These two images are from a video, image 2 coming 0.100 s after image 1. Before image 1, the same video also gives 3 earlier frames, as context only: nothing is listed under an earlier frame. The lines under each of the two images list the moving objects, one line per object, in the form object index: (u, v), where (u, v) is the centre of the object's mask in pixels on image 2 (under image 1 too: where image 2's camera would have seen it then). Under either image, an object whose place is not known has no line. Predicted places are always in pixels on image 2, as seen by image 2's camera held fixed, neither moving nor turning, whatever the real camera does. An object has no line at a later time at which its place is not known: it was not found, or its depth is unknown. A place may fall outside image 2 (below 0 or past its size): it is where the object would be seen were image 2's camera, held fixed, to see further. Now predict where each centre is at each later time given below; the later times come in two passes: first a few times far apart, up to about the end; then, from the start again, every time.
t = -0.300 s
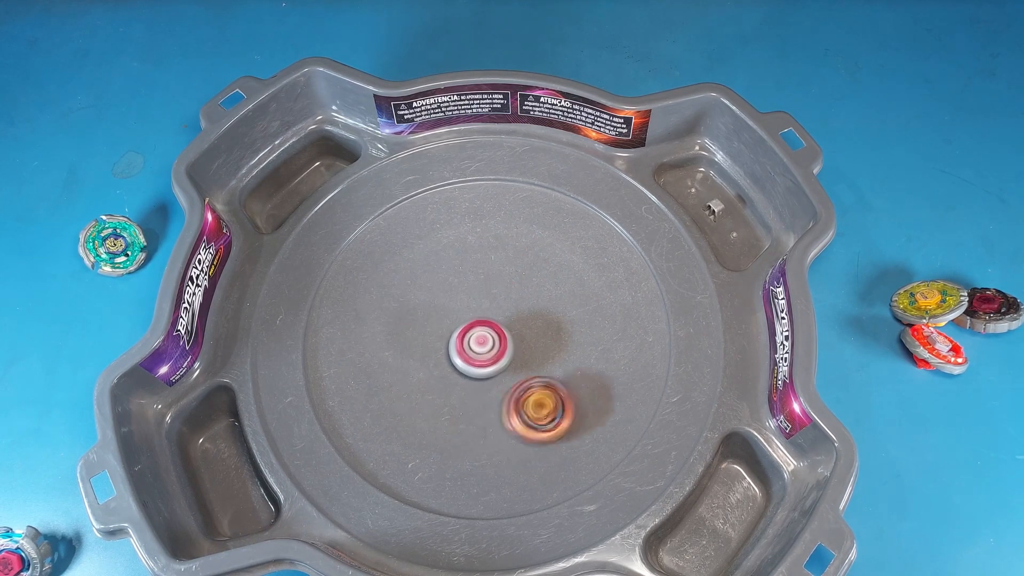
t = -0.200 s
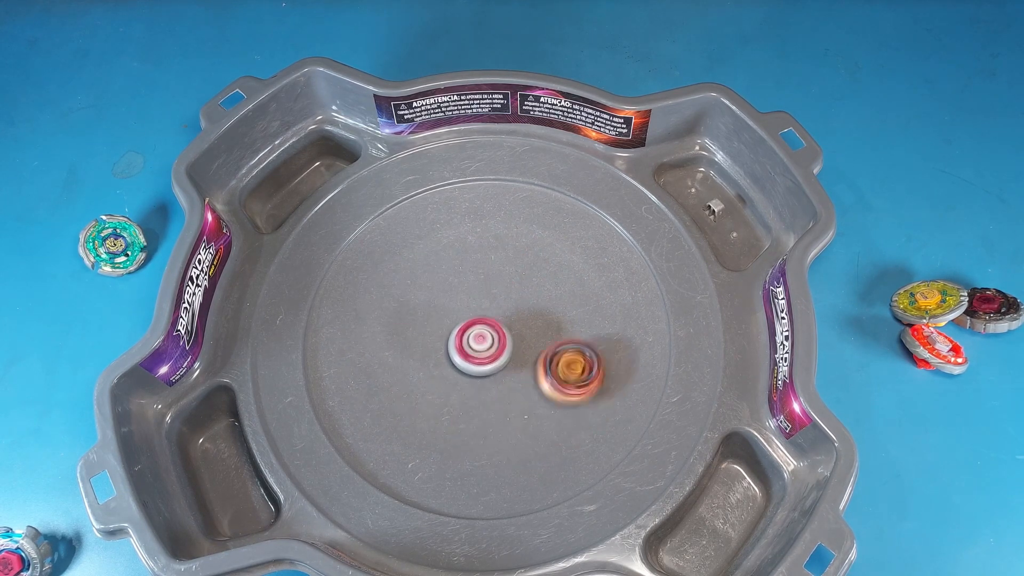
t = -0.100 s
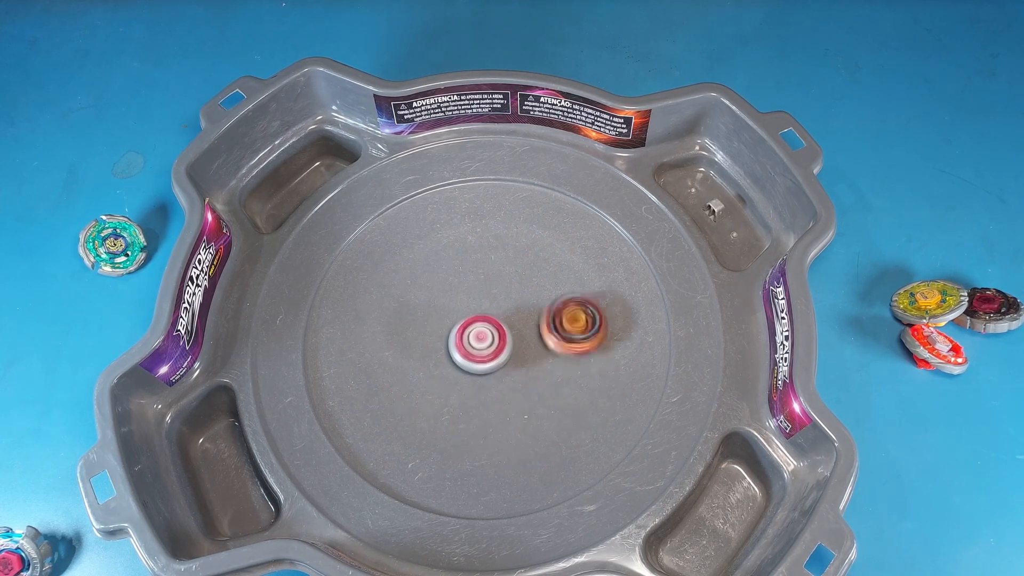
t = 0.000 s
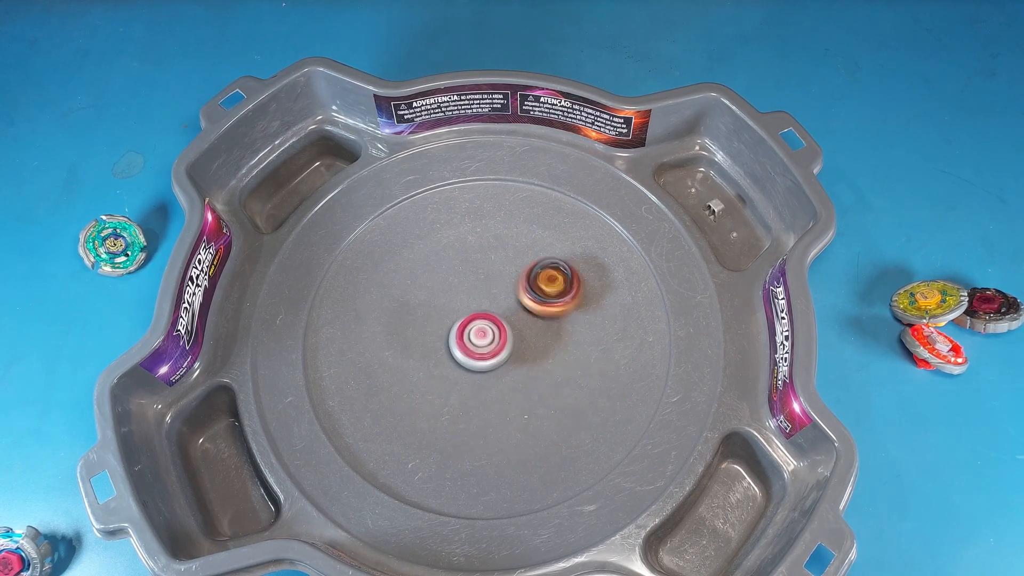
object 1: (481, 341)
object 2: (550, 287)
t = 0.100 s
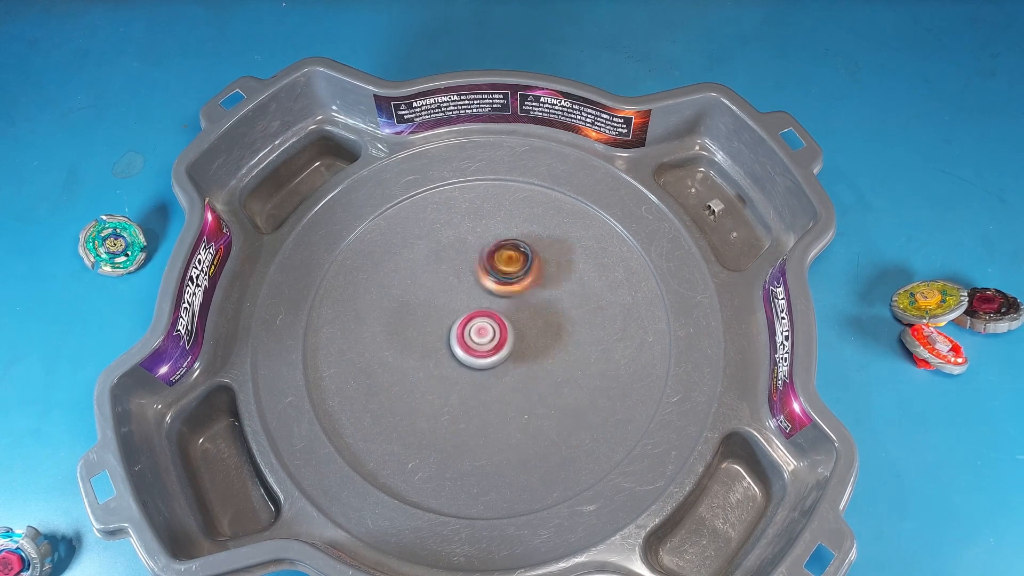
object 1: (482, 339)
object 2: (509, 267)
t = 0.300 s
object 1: (484, 335)
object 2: (419, 295)
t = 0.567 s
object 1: (489, 333)
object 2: (433, 408)
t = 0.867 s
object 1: (491, 340)
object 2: (564, 373)
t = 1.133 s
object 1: (492, 347)
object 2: (526, 273)
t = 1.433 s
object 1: (488, 351)
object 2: (409, 315)
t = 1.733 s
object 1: (483, 348)
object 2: (477, 419)
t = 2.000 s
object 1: (480, 342)
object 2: (569, 352)
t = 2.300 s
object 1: (481, 336)
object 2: (490, 269)
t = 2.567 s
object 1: (484, 334)
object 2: (406, 341)
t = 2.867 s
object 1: (490, 335)
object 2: (502, 418)
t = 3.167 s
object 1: (490, 343)
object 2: (559, 316)
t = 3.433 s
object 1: (490, 350)
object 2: (448, 281)
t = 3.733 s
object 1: (488, 350)
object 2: (428, 393)
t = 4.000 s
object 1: (484, 345)
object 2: (541, 393)
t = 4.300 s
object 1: (482, 338)
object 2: (533, 286)
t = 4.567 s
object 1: (484, 338)
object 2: (428, 296)
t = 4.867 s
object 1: (488, 345)
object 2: (446, 402)
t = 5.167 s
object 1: (502, 319)
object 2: (562, 403)
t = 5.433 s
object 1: (484, 306)
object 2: (553, 313)
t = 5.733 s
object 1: (375, 292)
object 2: (536, 312)
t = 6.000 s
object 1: (377, 295)
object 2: (513, 372)
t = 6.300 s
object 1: (420, 320)
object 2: (525, 386)
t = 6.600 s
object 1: (459, 346)
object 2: (520, 369)
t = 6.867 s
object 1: (440, 341)
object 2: (496, 379)
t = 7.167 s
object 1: (436, 329)
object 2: (468, 384)
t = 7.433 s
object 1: (457, 309)
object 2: (475, 404)
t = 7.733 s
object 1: (461, 327)
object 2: (497, 374)
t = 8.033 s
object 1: (434, 304)
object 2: (473, 348)
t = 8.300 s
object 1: (415, 297)
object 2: (460, 372)
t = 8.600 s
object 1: (431, 315)
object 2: (490, 361)
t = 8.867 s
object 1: (459, 306)
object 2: (512, 337)
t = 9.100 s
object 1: (458, 290)
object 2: (521, 341)
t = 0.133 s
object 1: (482, 338)
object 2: (492, 265)
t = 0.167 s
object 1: (483, 337)
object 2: (477, 266)
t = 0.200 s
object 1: (483, 337)
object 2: (460, 270)
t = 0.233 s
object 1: (483, 336)
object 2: (445, 276)
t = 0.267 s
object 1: (484, 336)
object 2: (432, 285)
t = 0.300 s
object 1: (484, 335)
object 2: (419, 295)
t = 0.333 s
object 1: (485, 335)
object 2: (410, 309)
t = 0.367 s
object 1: (485, 334)
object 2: (404, 322)
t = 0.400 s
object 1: (486, 334)
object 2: (401, 337)
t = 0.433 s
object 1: (487, 333)
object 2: (401, 353)
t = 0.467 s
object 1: (488, 333)
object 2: (404, 370)
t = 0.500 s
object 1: (488, 333)
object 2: (410, 383)
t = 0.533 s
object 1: (489, 333)
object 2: (420, 397)
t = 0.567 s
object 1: (489, 333)
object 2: (433, 408)
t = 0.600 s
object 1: (490, 333)
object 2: (448, 417)
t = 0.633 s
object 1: (490, 334)
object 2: (465, 422)
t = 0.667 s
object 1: (491, 334)
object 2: (482, 423)
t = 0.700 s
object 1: (491, 335)
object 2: (498, 422)
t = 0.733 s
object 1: (491, 336)
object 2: (516, 418)
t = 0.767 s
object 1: (492, 337)
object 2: (531, 409)
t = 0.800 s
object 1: (492, 338)
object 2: (544, 400)
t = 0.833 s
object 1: (491, 339)
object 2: (555, 387)
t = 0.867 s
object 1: (491, 340)
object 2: (564, 373)
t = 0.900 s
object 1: (492, 341)
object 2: (569, 359)
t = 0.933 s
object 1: (492, 342)
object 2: (571, 344)
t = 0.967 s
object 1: (492, 343)
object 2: (570, 330)
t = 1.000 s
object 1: (492, 344)
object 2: (567, 315)
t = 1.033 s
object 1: (492, 345)
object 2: (560, 303)
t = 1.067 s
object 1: (492, 346)
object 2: (550, 291)
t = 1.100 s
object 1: (492, 346)
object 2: (538, 281)
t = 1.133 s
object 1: (492, 347)
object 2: (526, 273)
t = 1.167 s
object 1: (492, 348)
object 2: (512, 268)
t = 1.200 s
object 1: (491, 349)
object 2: (497, 266)
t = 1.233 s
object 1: (491, 349)
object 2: (482, 265)
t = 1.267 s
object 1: (491, 349)
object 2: (466, 268)
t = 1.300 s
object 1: (491, 350)
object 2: (452, 272)
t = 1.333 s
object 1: (490, 350)
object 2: (438, 281)
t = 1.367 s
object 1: (490, 351)
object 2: (426, 290)
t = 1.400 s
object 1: (489, 350)
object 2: (416, 303)
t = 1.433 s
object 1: (488, 351)
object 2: (409, 315)
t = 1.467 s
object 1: (488, 351)
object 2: (405, 331)
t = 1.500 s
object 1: (487, 351)
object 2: (404, 346)
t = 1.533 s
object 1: (487, 351)
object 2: (406, 362)
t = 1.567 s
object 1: (486, 350)
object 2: (411, 375)
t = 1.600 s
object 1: (485, 350)
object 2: (420, 389)
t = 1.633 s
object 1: (485, 349)
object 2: (431, 401)
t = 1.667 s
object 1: (484, 349)
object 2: (445, 409)
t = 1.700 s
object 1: (483, 349)
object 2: (459, 416)
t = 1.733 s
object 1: (483, 348)
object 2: (477, 419)
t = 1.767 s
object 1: (482, 348)
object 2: (493, 420)
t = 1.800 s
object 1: (482, 347)
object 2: (510, 417)
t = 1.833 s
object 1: (481, 346)
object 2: (525, 412)
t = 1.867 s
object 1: (481, 346)
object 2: (539, 402)
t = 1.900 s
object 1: (481, 345)
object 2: (551, 392)
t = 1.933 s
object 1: (480, 344)
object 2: (560, 379)
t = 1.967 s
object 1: (480, 343)
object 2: (566, 366)
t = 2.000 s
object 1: (480, 342)
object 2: (569, 352)
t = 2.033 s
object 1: (480, 342)
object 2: (570, 337)
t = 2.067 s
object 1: (479, 341)
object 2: (568, 322)
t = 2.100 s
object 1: (479, 340)
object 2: (562, 309)
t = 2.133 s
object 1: (479, 339)
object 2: (555, 298)
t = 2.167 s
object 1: (480, 338)
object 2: (545, 288)
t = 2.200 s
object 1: (480, 338)
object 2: (532, 280)
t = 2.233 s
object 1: (480, 337)
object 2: (519, 274)
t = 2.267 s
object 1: (480, 337)
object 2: (504, 270)
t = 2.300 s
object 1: (481, 336)
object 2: (490, 269)
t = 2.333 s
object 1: (481, 336)
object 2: (475, 270)
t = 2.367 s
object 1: (481, 335)
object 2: (460, 274)
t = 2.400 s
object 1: (482, 335)
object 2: (445, 282)
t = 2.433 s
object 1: (482, 335)
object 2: (434, 289)
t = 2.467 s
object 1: (483, 335)
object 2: (424, 300)
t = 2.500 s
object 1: (483, 334)
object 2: (414, 313)
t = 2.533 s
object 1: (484, 334)
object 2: (410, 325)
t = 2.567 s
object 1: (484, 334)
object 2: (406, 341)
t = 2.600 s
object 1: (485, 334)
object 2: (407, 355)
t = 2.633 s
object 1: (486, 334)
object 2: (411, 371)
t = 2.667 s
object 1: (487, 334)
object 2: (417, 384)
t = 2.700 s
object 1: (487, 334)
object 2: (428, 396)
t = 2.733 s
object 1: (488, 334)
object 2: (439, 406)
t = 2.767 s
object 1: (488, 334)
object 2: (455, 413)
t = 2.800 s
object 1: (489, 334)
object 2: (469, 418)
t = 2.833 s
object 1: (489, 335)
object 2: (485, 418)
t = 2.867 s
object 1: (490, 335)
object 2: (502, 418)
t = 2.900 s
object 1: (490, 335)
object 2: (517, 412)
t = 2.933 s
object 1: (490, 336)
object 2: (531, 405)
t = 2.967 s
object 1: (490, 337)
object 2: (543, 395)
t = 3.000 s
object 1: (490, 338)
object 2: (553, 382)
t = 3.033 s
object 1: (490, 339)
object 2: (561, 370)
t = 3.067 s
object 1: (490, 340)
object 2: (563, 356)
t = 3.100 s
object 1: (490, 341)
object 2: (566, 341)
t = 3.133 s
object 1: (490, 342)
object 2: (564, 328)
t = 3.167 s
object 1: (490, 343)
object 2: (559, 316)
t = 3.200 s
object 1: (490, 344)
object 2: (552, 303)
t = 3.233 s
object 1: (490, 345)
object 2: (542, 293)
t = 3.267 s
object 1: (490, 346)
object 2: (531, 284)
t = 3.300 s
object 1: (490, 347)
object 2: (519, 277)
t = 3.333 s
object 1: (490, 348)
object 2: (491, 271)
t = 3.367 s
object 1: (490, 349)
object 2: (477, 273)
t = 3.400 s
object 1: (490, 349)
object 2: (461, 276)
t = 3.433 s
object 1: (490, 350)
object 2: (448, 281)
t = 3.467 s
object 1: (490, 351)
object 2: (436, 290)
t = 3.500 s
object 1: (490, 351)
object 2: (425, 299)
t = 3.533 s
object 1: (489, 351)
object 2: (417, 311)
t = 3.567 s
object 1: (489, 351)
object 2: (411, 324)
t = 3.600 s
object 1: (489, 351)
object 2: (409, 338)
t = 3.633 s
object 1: (488, 351)
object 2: (409, 353)
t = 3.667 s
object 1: (488, 351)
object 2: (412, 367)
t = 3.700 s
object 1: (488, 351)
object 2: (419, 380)
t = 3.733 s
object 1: (488, 350)
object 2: (428, 393)
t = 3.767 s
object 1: (488, 350)
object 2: (439, 402)
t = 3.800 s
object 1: (487, 350)
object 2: (454, 408)
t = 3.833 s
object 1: (487, 349)
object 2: (469, 414)
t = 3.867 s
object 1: (486, 348)
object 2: (484, 415)
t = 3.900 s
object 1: (486, 348)
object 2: (501, 413)
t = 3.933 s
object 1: (485, 347)
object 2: (514, 409)
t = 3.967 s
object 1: (485, 346)
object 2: (528, 402)
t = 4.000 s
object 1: (484, 345)
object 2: (541, 393)
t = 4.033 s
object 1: (484, 344)
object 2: (550, 382)
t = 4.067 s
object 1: (484, 343)
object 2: (557, 369)
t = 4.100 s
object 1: (484, 343)
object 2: (562, 356)
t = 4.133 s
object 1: (484, 342)
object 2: (563, 343)
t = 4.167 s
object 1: (483, 341)
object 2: (562, 328)
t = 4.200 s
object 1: (483, 341)
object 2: (559, 316)
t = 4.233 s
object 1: (483, 340)
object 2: (552, 306)
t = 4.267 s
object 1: (482, 339)
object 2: (544, 294)
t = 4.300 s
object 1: (482, 338)
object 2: (533, 286)
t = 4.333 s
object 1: (482, 337)
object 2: (521, 280)
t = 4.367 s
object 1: (482, 337)
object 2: (508, 275)
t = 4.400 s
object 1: (482, 337)
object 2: (494, 273)
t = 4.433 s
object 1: (482, 336)
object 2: (480, 274)
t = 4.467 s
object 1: (482, 336)
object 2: (465, 276)
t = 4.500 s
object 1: (482, 336)
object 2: (452, 283)
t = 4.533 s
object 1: (483, 337)
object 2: (439, 289)
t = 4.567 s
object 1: (484, 338)
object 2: (428, 296)
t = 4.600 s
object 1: (484, 338)
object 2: (420, 308)
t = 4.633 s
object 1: (485, 339)
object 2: (412, 320)
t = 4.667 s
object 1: (485, 340)
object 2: (409, 332)
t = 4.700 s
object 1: (486, 340)
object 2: (408, 346)
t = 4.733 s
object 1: (487, 341)
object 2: (409, 360)
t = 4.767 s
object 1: (487, 342)
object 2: (415, 372)
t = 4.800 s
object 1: (488, 343)
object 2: (424, 384)
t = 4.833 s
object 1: (488, 344)
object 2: (433, 395)
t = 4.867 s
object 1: (488, 345)
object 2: (446, 402)
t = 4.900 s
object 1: (489, 345)
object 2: (462, 407)
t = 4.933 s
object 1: (490, 343)
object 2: (474, 413)
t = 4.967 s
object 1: (495, 333)
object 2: (485, 426)
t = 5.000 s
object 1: (498, 327)
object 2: (497, 430)
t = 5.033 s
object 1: (499, 325)
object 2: (513, 431)
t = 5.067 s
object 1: (500, 323)
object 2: (527, 428)
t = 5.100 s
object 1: (501, 321)
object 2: (540, 422)
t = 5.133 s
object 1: (501, 320)
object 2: (552, 414)
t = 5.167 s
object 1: (502, 319)
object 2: (562, 403)
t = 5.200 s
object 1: (502, 318)
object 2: (567, 390)
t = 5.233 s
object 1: (503, 317)
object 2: (570, 377)
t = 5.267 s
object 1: (504, 316)
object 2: (570, 363)
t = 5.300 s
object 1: (504, 316)
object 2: (567, 349)
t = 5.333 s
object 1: (501, 313)
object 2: (565, 340)
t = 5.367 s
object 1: (494, 310)
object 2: (563, 331)
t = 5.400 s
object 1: (491, 309)
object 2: (557, 321)
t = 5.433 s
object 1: (484, 306)
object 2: (553, 313)
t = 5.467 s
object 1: (480, 305)
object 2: (546, 306)
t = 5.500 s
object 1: (469, 303)
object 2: (542, 302)
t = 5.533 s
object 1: (462, 302)
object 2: (534, 299)
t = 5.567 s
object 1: (458, 302)
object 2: (524, 298)
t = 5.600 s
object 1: (430, 298)
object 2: (532, 299)
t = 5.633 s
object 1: (406, 295)
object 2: (540, 303)
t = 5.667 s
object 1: (388, 294)
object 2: (542, 306)
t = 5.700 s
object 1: (379, 293)
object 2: (540, 309)
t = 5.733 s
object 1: (375, 292)
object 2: (536, 312)
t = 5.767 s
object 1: (372, 292)
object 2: (532, 317)
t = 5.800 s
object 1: (372, 293)
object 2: (528, 322)
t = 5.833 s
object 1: (371, 294)
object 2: (523, 329)
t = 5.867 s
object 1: (371, 294)
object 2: (518, 338)
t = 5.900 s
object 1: (372, 294)
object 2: (515, 346)
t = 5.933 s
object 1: (373, 294)
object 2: (513, 355)
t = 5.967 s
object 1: (375, 294)
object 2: (512, 363)
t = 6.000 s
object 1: (377, 295)
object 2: (513, 372)
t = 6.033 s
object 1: (380, 296)
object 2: (515, 380)
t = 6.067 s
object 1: (384, 297)
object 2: (517, 386)
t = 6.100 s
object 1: (389, 299)
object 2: (520, 390)
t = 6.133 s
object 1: (394, 301)
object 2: (523, 392)
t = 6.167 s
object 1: (399, 303)
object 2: (525, 393)
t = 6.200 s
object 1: (404, 307)
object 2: (526, 392)
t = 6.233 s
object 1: (409, 310)
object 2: (527, 391)
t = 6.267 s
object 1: (415, 315)
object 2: (527, 389)
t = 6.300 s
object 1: (420, 320)
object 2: (525, 386)
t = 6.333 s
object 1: (426, 325)
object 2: (524, 382)
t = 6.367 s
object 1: (434, 332)
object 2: (520, 378)
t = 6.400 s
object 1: (443, 337)
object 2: (517, 374)
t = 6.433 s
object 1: (453, 341)
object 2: (515, 371)
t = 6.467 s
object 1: (450, 338)
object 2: (523, 374)
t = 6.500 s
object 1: (451, 337)
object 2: (527, 374)
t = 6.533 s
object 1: (454, 339)
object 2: (526, 373)
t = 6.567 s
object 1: (458, 342)
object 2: (523, 371)
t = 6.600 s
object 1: (459, 346)
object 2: (520, 369)
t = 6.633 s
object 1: (458, 346)
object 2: (520, 369)
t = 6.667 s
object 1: (458, 346)
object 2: (518, 368)
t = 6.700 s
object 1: (457, 346)
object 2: (516, 368)
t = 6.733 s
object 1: (455, 347)
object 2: (513, 369)
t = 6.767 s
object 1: (451, 345)
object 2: (510, 371)
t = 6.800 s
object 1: (445, 342)
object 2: (506, 374)
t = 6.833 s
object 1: (442, 341)
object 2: (501, 377)
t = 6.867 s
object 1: (440, 341)
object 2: (496, 379)
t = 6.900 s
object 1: (438, 341)
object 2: (491, 381)
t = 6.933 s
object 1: (436, 340)
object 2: (488, 383)
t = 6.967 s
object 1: (434, 339)
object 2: (485, 385)
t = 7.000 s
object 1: (433, 337)
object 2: (481, 385)
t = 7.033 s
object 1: (432, 336)
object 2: (478, 385)
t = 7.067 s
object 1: (432, 335)
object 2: (474, 385)
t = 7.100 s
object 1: (433, 333)
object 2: (472, 385)
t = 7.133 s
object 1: (434, 331)
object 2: (470, 384)
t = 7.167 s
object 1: (436, 329)
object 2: (468, 384)
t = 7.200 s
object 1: (439, 327)
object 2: (467, 384)
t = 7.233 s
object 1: (442, 327)
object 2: (467, 384)
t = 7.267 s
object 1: (444, 324)
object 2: (467, 386)
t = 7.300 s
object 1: (447, 323)
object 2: (467, 386)
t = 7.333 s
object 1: (450, 324)
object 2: (469, 386)
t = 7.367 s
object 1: (453, 325)
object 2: (470, 386)
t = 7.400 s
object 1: (454, 316)
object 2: (472, 397)
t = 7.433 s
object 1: (457, 309)
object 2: (475, 404)
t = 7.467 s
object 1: (461, 308)
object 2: (479, 406)
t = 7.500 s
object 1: (464, 311)
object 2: (482, 407)
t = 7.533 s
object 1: (465, 315)
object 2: (486, 406)
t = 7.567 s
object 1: (465, 316)
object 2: (489, 404)
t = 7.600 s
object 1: (465, 317)
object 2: (492, 400)
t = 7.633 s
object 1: (465, 320)
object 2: (495, 395)
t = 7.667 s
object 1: (464, 323)
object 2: (497, 389)
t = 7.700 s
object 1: (462, 325)
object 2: (498, 381)
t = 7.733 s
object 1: (461, 327)
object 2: (497, 374)
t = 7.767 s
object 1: (457, 326)
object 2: (496, 370)
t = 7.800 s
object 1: (454, 322)
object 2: (495, 367)
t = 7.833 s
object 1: (450, 319)
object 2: (493, 364)
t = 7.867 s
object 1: (447, 317)
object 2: (490, 360)
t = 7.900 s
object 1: (444, 315)
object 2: (488, 357)
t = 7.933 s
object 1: (441, 311)
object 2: (485, 354)
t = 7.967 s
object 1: (439, 309)
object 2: (482, 351)
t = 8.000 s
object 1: (437, 307)
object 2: (477, 350)
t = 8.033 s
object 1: (434, 304)
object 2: (473, 348)
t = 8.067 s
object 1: (433, 303)
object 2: (469, 348)
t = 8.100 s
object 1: (429, 299)
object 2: (464, 351)
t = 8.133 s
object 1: (427, 295)
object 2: (461, 356)
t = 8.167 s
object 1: (423, 294)
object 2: (459, 359)
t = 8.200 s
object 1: (420, 295)
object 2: (458, 362)
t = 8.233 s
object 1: (417, 296)
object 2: (457, 367)
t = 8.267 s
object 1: (416, 296)
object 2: (458, 369)
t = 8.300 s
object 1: (415, 297)
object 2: (460, 372)
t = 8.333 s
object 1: (415, 296)
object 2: (462, 374)
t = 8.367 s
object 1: (417, 297)
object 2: (465, 374)
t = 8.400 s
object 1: (420, 300)
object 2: (469, 375)
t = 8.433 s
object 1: (422, 304)
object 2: (473, 373)
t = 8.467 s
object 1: (423, 307)
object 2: (476, 372)
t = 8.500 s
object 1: (425, 310)
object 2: (479, 371)
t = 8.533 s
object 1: (426, 314)
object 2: (484, 367)
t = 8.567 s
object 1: (429, 314)
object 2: (487, 364)
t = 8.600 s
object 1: (431, 315)
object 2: (490, 361)
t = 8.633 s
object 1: (432, 315)
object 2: (493, 359)
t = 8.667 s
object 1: (434, 315)
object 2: (495, 356)
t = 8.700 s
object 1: (437, 315)
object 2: (498, 354)
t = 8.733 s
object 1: (440, 315)
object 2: (502, 351)
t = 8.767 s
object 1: (444, 315)
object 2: (505, 347)
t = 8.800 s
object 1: (449, 312)
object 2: (507, 344)
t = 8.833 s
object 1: (455, 309)
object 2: (510, 341)
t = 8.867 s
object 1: (459, 306)
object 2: (512, 337)
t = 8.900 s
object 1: (460, 298)
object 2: (521, 338)
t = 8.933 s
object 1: (460, 295)
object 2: (524, 340)
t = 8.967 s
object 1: (459, 293)
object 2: (524, 340)
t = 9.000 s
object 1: (458, 291)
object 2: (524, 341)
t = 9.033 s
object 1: (457, 289)
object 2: (524, 342)
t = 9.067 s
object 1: (457, 289)
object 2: (523, 341)
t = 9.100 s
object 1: (458, 290)
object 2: (521, 341)
